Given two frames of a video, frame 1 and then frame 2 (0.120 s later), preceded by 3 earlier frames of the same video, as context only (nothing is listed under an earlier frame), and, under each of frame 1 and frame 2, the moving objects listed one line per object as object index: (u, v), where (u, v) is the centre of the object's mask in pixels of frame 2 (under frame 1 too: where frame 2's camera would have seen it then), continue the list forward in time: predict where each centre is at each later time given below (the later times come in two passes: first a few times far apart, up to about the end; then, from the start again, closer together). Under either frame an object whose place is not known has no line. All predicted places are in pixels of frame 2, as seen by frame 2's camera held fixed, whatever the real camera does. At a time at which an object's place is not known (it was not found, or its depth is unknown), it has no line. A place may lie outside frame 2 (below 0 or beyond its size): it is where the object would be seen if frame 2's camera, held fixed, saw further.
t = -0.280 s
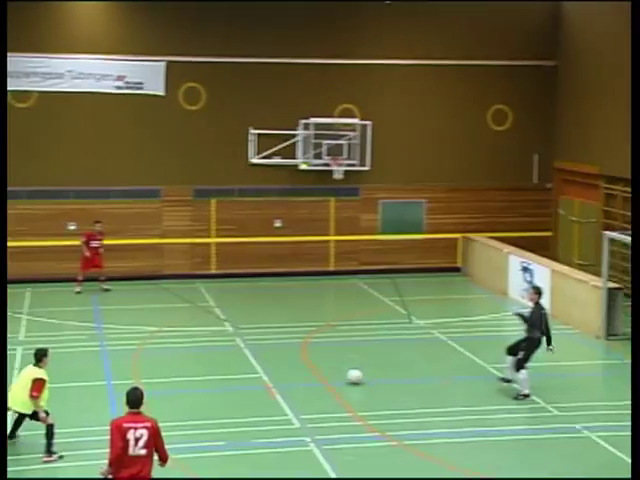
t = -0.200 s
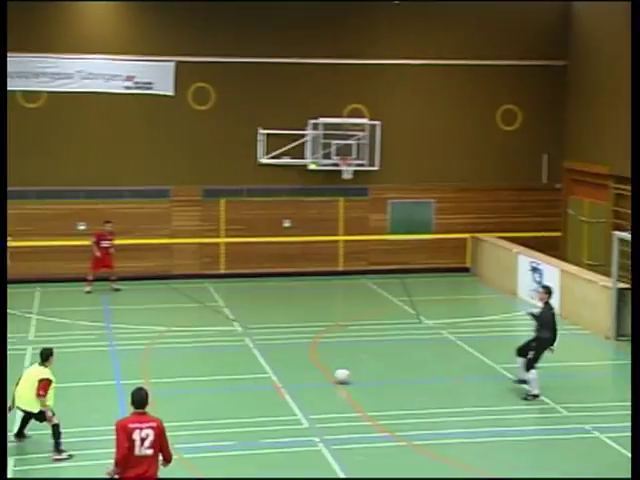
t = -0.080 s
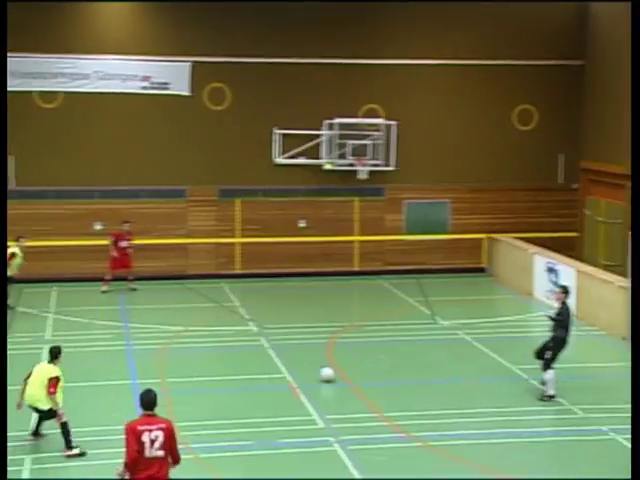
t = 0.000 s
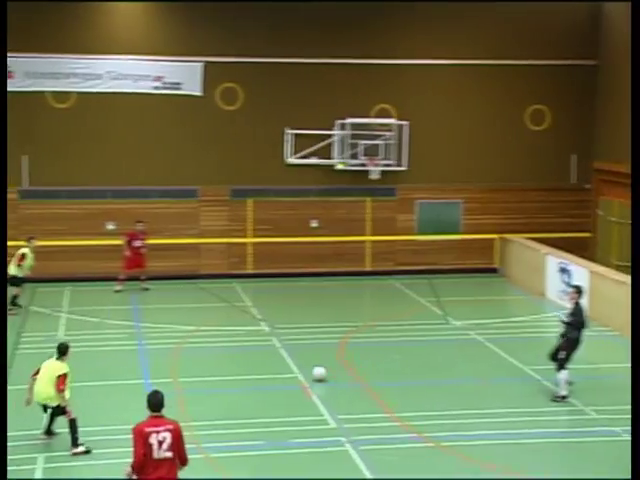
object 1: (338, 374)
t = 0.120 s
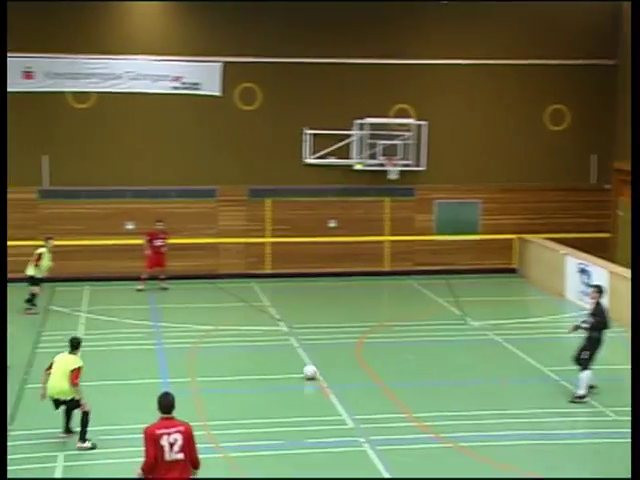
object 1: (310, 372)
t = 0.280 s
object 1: (273, 370)
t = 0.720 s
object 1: (189, 365)
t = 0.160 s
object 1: (300, 371)
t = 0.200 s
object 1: (291, 371)
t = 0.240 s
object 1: (282, 371)
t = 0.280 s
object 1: (273, 370)
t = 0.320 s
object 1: (264, 369)
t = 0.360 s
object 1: (257, 369)
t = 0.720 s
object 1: (189, 365)
